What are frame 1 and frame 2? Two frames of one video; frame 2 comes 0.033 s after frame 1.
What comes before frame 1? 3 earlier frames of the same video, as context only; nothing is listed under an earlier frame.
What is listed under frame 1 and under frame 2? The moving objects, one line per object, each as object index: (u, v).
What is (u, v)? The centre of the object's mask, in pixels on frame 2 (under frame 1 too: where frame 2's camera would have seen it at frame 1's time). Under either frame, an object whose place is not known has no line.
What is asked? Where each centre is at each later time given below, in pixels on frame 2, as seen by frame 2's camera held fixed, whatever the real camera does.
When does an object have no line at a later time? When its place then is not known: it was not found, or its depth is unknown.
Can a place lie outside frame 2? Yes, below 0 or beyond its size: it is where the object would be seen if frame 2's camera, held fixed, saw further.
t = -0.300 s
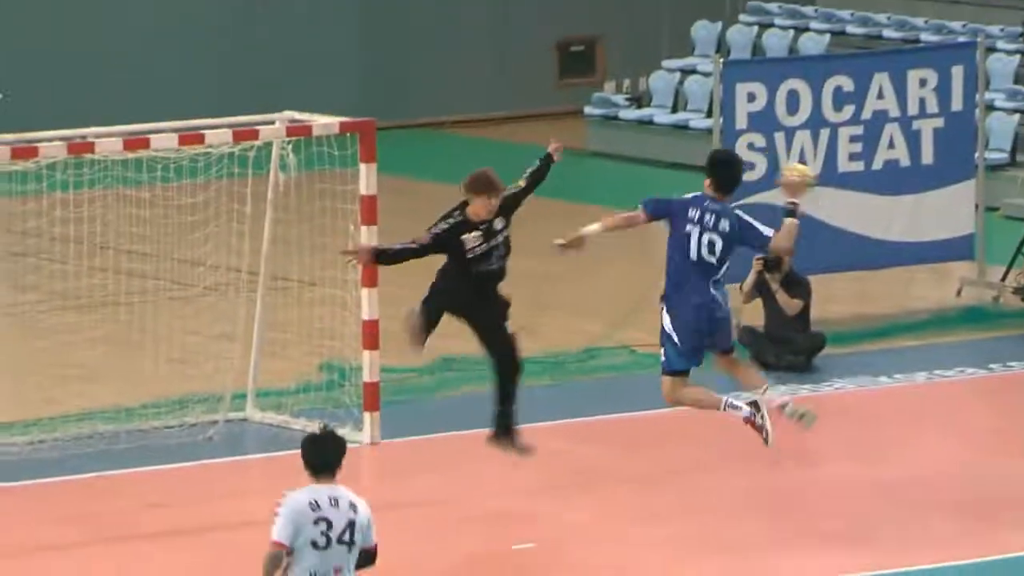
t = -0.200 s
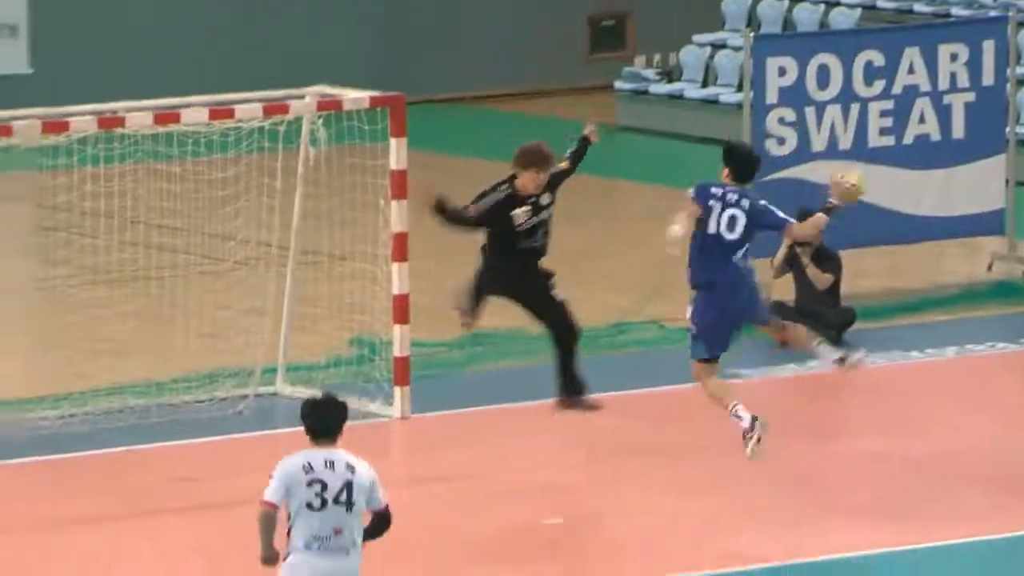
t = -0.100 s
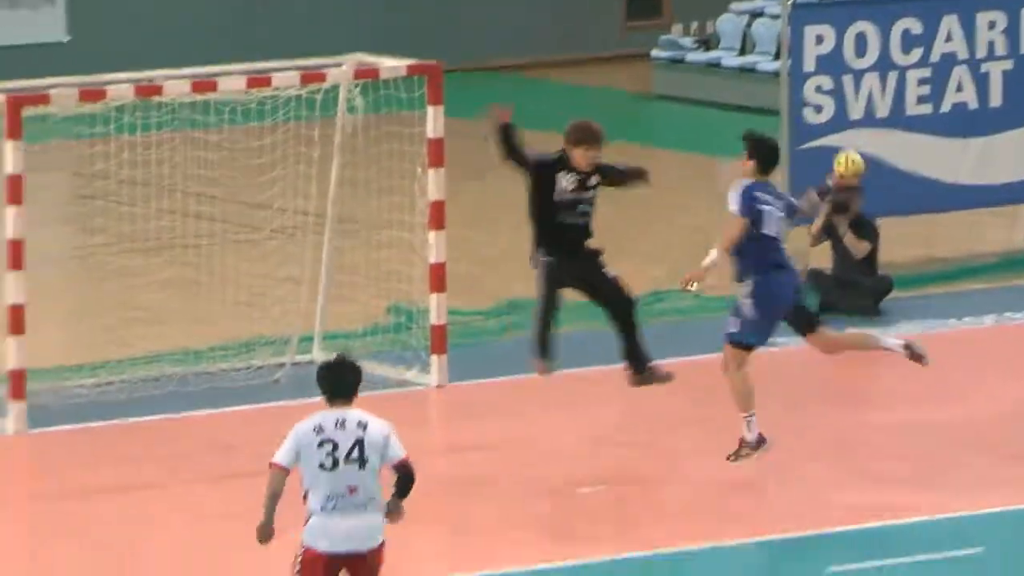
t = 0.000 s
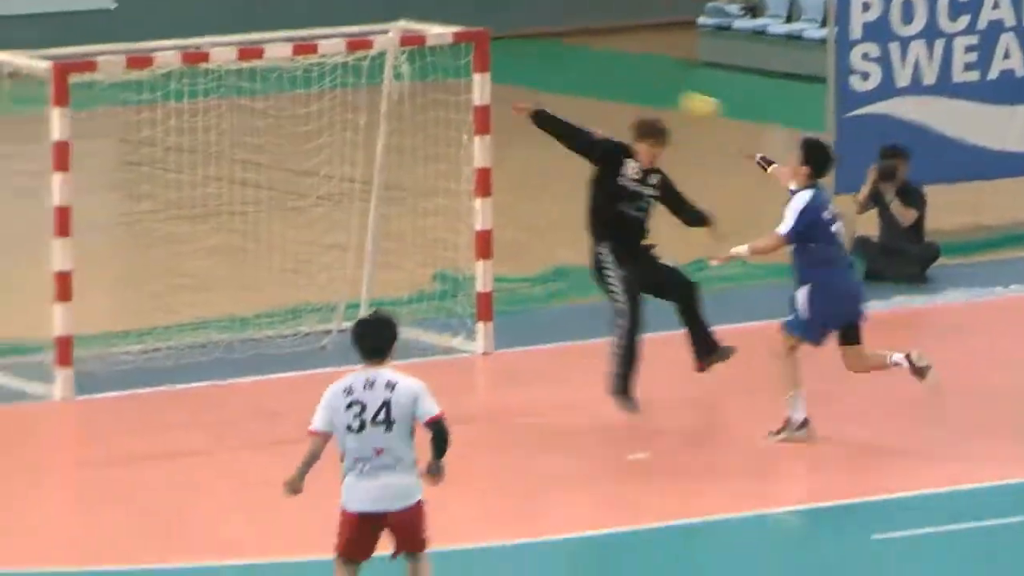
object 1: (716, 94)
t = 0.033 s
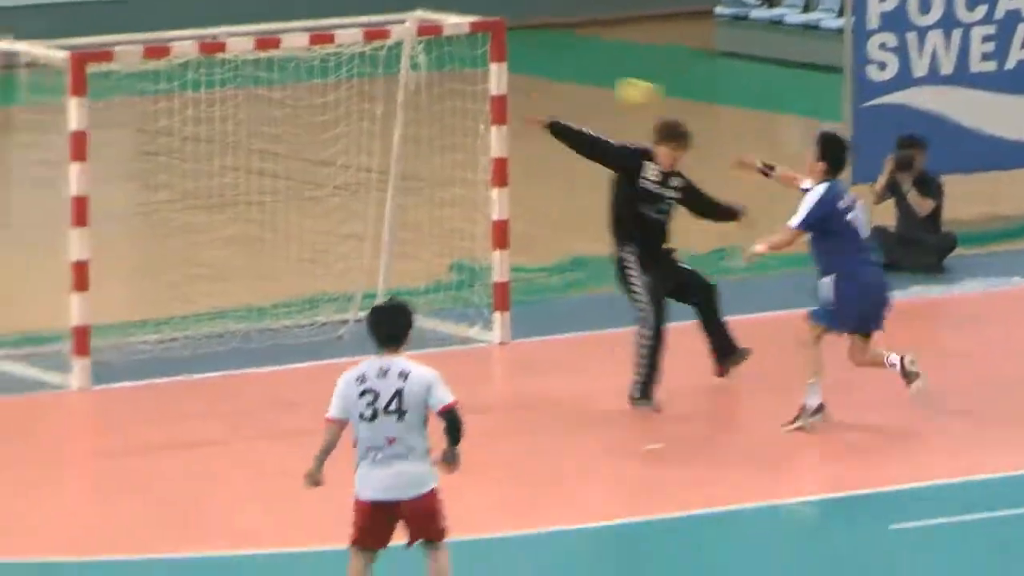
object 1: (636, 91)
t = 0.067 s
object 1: (561, 88)
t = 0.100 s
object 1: (485, 87)
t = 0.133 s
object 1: (410, 87)
